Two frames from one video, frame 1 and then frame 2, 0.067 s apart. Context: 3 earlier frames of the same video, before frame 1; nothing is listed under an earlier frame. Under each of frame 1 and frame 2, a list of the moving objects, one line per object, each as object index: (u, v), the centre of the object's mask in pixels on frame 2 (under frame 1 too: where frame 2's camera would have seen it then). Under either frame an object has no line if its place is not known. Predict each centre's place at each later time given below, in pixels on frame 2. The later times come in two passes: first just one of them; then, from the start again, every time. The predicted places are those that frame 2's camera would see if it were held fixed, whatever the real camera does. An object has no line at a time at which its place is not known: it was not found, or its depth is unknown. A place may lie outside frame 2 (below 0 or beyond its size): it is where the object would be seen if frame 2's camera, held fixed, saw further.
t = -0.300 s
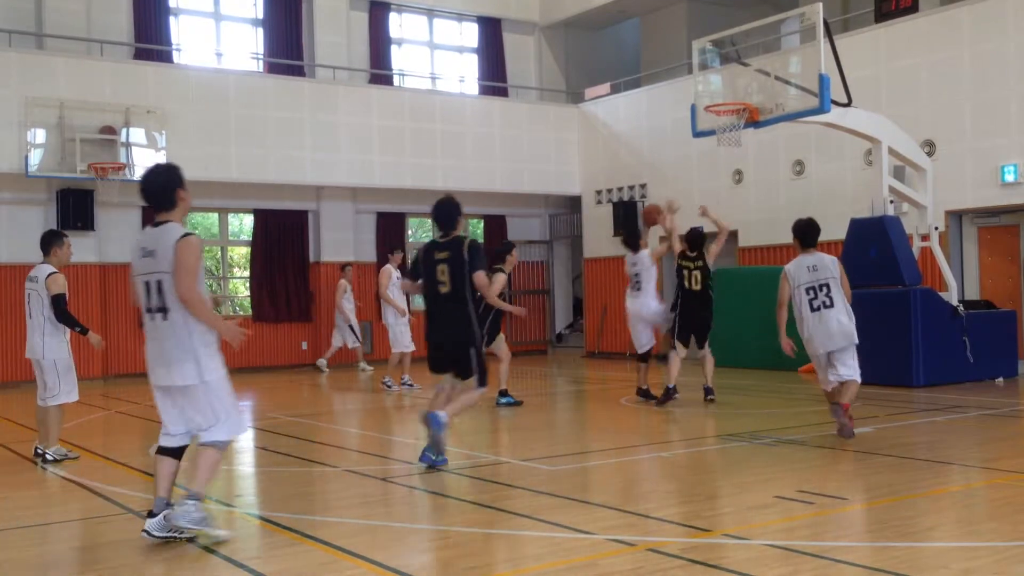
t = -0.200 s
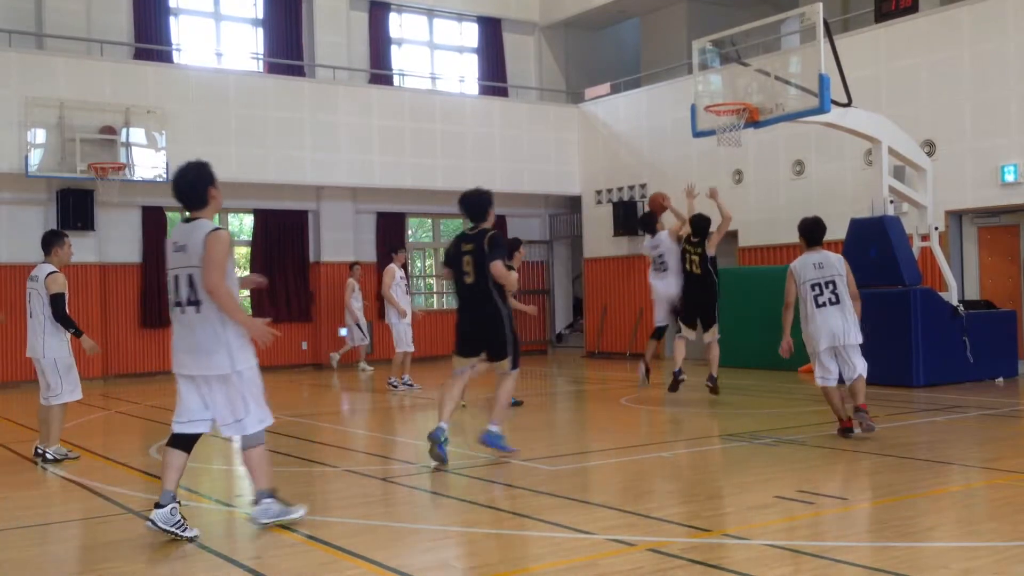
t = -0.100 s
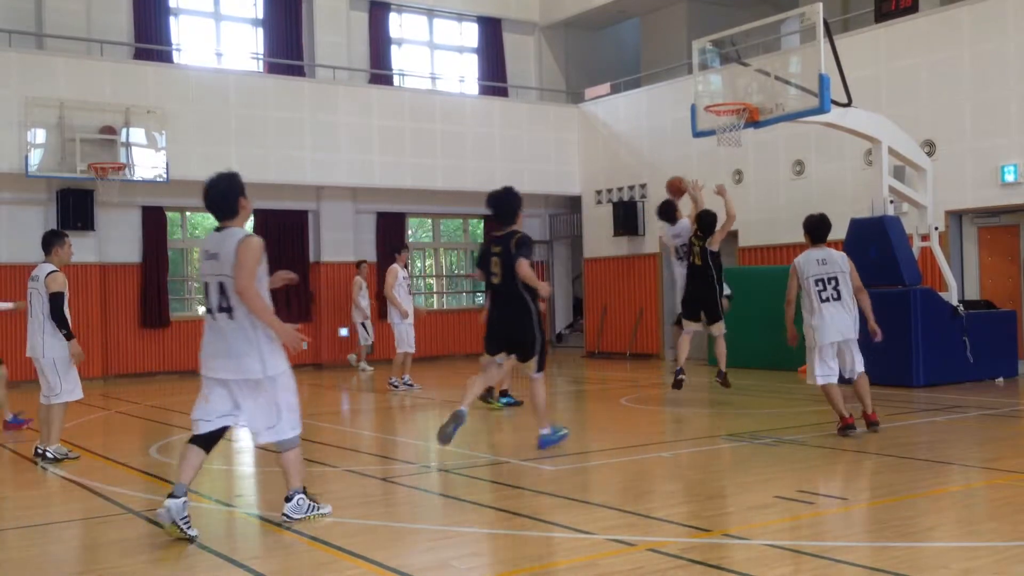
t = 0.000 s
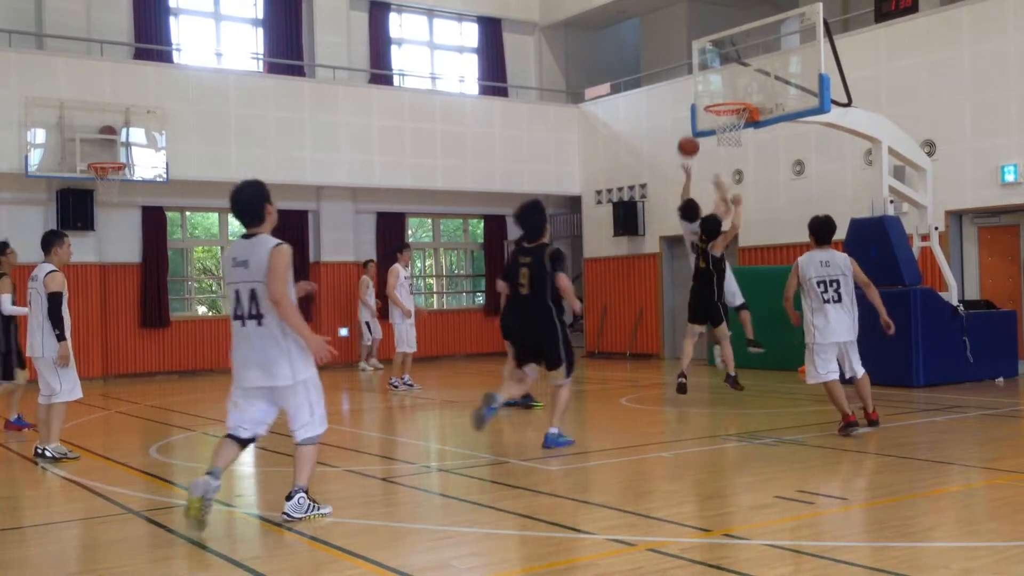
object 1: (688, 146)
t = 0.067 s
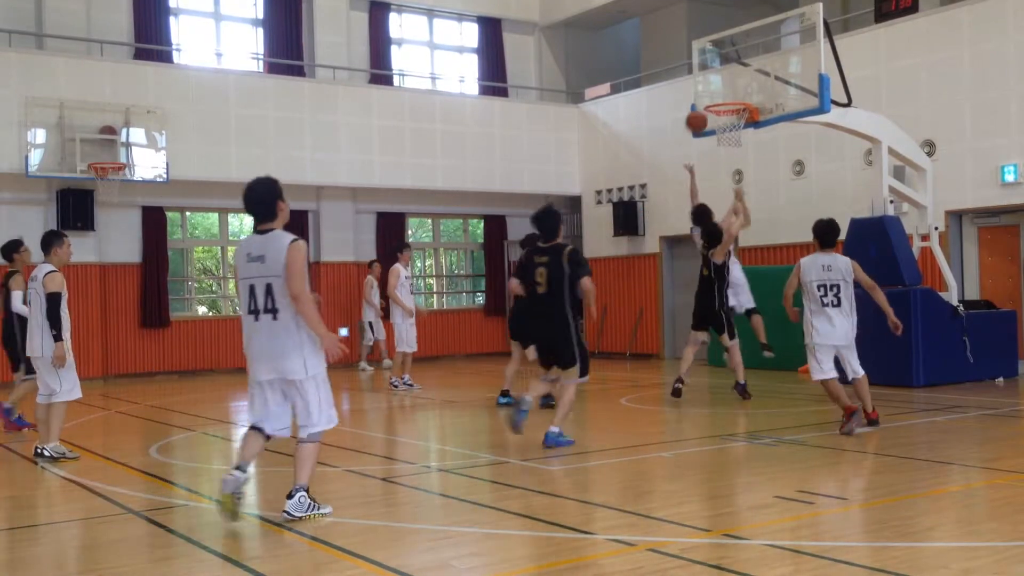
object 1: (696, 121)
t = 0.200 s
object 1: (713, 81)
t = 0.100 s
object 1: (699, 110)
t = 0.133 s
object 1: (705, 98)
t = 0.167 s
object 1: (709, 89)
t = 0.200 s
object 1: (713, 81)
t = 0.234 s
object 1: (717, 73)
